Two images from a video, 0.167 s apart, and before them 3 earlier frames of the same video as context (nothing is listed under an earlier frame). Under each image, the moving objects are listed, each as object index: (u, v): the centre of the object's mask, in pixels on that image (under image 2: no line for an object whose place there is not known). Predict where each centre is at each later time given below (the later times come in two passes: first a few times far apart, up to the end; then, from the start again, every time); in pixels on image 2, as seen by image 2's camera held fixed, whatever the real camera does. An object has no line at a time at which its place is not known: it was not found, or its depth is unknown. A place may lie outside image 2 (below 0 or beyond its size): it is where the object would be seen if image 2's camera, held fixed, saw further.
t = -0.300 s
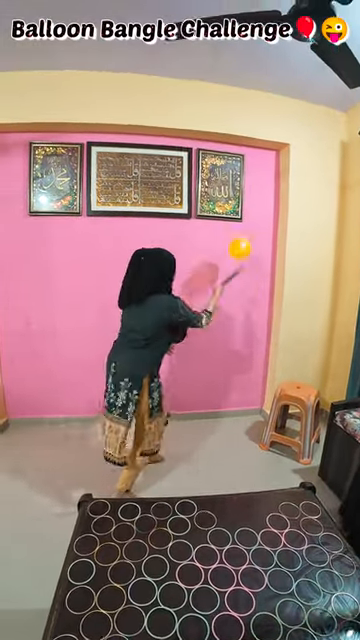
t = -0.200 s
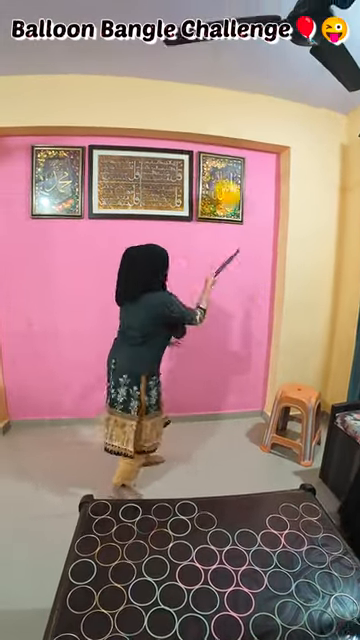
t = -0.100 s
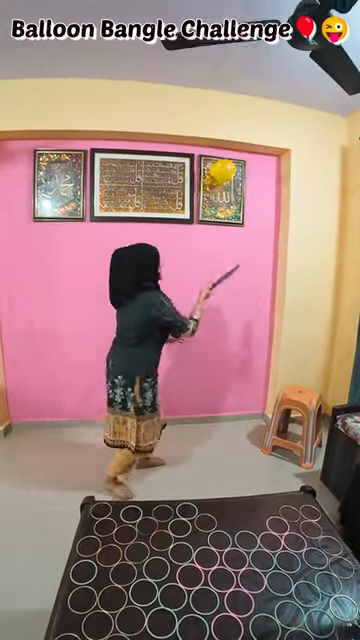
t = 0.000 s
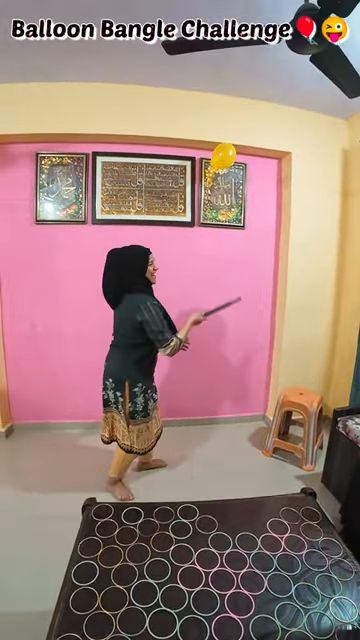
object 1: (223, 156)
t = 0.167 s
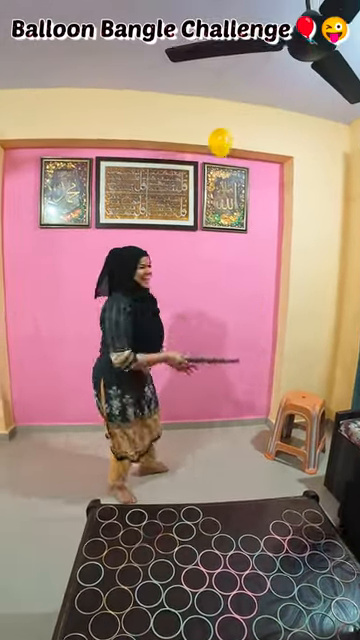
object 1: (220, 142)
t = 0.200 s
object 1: (219, 141)
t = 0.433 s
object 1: (222, 137)
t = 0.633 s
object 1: (226, 145)
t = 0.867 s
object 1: (230, 165)
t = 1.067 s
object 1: (233, 187)
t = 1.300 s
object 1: (238, 218)
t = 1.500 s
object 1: (245, 246)
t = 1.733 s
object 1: (254, 283)
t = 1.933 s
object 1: (261, 314)
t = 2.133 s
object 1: (266, 345)
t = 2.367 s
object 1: (269, 382)
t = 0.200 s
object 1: (219, 141)
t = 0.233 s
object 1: (219, 138)
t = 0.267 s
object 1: (219, 137)
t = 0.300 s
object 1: (219, 137)
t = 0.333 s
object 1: (219, 137)
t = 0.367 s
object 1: (220, 137)
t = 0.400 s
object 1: (221, 137)
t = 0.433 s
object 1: (222, 137)
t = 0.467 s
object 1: (223, 138)
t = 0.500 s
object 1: (224, 138)
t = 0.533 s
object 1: (225, 140)
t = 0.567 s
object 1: (225, 142)
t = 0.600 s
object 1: (226, 143)
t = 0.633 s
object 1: (226, 145)
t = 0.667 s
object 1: (227, 146)
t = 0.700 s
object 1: (228, 150)
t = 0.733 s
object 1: (228, 152)
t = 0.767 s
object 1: (229, 155)
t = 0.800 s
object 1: (229, 158)
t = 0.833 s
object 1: (230, 161)
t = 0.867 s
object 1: (230, 165)
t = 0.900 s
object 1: (230, 168)
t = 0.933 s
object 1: (231, 172)
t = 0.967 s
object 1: (231, 175)
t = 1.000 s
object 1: (231, 179)
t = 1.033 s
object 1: (232, 183)
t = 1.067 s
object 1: (233, 187)
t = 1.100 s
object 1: (233, 191)
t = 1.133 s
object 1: (233, 196)
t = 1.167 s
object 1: (235, 200)
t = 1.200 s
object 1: (235, 204)
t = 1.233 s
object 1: (236, 209)
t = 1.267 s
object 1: (237, 213)
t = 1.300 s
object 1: (238, 218)
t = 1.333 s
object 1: (238, 222)
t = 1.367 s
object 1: (240, 227)
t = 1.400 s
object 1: (241, 231)
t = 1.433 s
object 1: (242, 236)
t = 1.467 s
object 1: (243, 241)
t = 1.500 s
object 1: (245, 246)
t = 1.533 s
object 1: (246, 251)
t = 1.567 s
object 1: (247, 256)
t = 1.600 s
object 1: (249, 261)
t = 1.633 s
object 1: (250, 267)
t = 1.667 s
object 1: (251, 273)
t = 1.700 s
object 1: (252, 278)
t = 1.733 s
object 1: (254, 283)
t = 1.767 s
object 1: (254, 288)
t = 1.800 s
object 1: (256, 294)
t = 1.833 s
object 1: (257, 298)
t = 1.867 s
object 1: (259, 304)
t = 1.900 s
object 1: (260, 309)
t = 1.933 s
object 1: (261, 314)
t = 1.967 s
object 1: (262, 319)
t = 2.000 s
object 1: (263, 325)
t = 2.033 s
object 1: (263, 330)
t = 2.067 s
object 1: (264, 334)
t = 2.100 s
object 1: (265, 340)
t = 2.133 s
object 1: (266, 345)
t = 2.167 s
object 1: (267, 350)
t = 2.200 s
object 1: (268, 356)
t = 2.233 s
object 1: (268, 360)
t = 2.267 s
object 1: (268, 366)
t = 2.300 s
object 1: (268, 371)
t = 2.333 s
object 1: (269, 377)
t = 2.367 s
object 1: (269, 382)
